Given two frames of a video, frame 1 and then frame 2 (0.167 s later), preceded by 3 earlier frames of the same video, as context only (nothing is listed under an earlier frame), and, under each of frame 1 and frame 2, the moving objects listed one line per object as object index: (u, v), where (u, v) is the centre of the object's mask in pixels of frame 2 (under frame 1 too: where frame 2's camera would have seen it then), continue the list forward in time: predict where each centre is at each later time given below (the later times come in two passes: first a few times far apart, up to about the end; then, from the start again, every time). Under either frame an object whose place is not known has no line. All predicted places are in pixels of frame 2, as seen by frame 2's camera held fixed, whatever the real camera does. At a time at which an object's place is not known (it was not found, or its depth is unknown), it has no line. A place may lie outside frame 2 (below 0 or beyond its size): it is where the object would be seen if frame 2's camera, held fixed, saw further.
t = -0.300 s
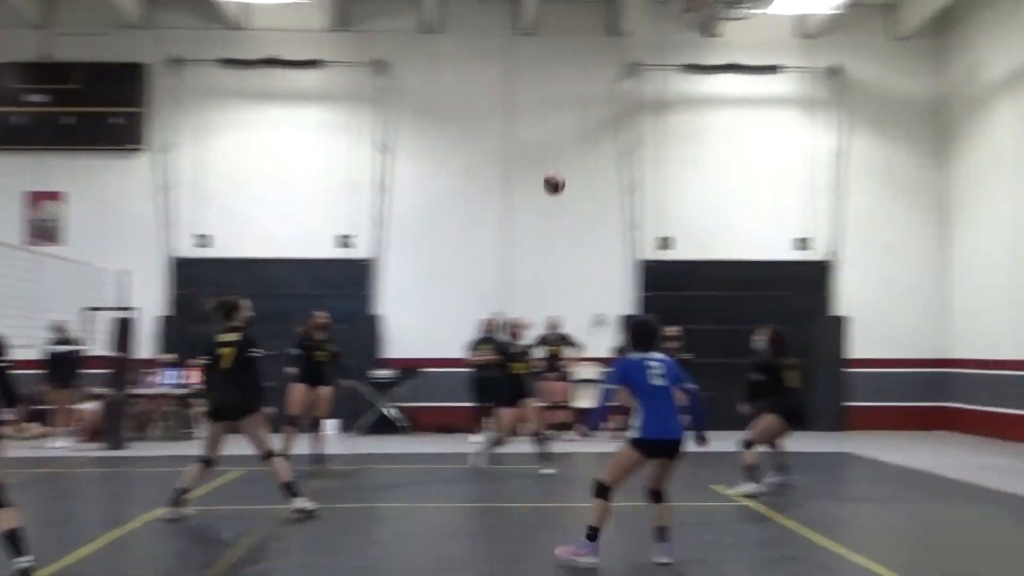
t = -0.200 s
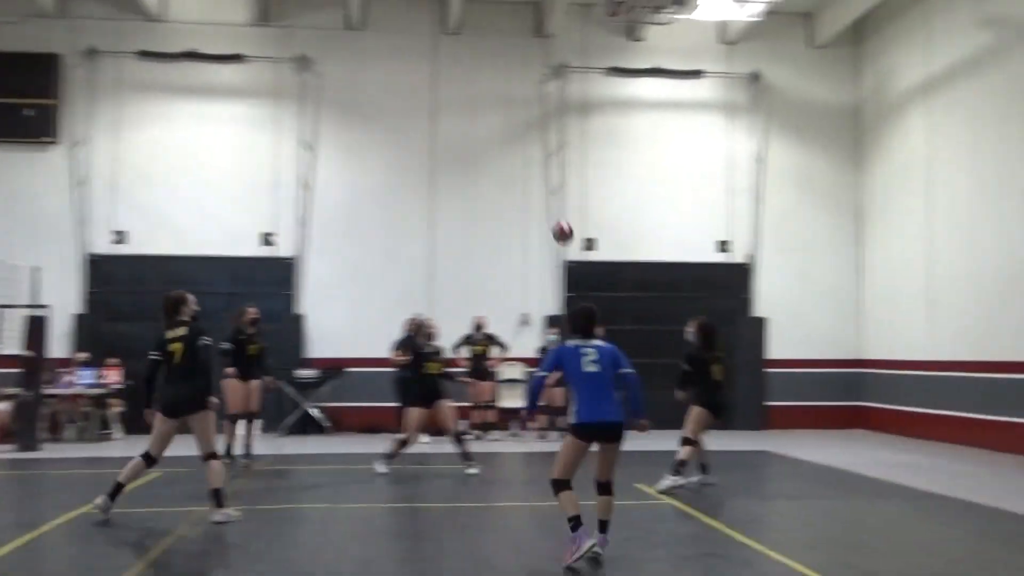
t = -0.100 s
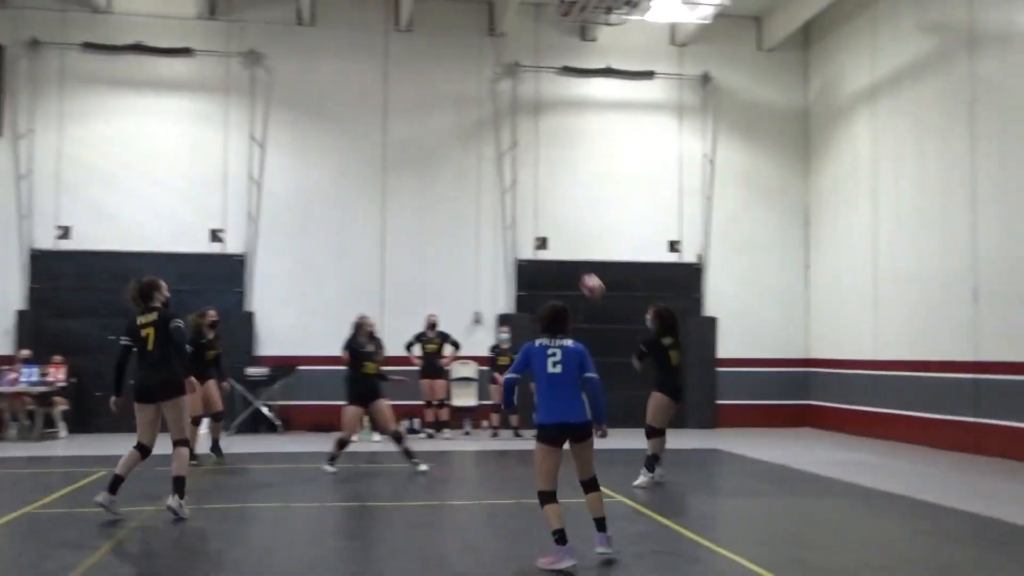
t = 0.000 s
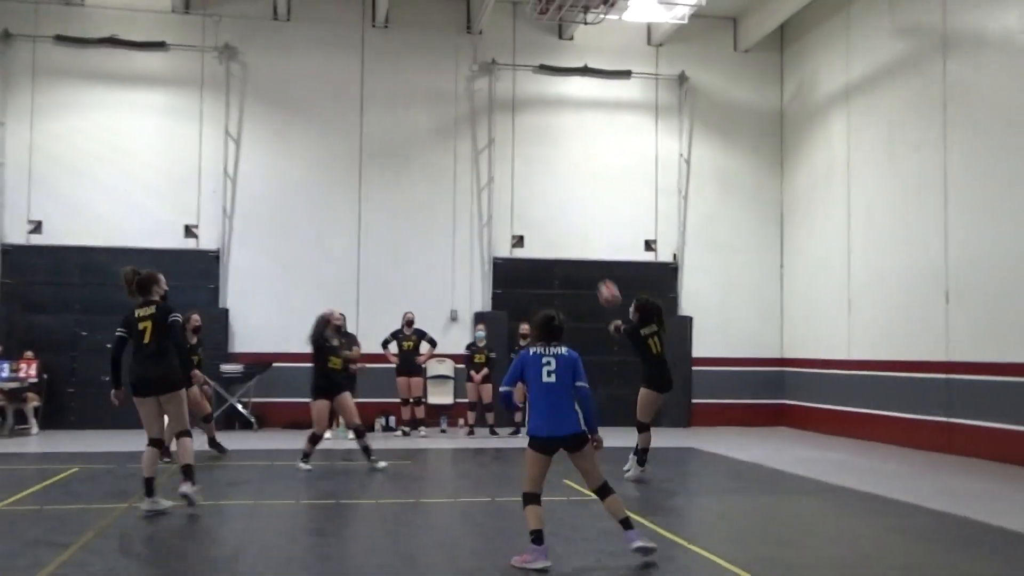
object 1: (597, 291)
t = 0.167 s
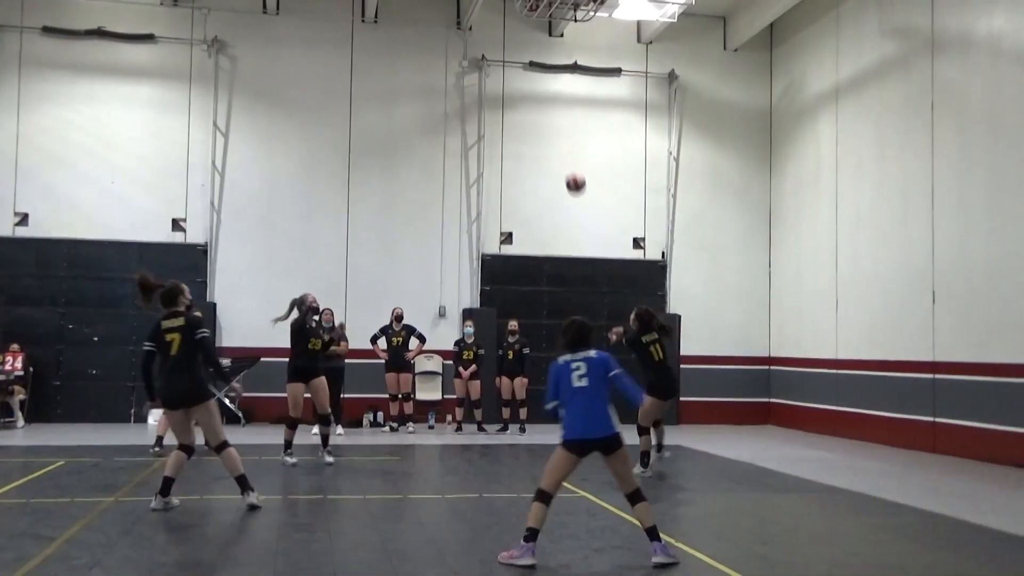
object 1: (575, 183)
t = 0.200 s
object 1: (571, 166)
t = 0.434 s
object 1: (541, 74)
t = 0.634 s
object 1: (517, 40)
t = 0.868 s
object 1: (490, 47)
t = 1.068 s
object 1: (466, 91)
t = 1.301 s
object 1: (438, 187)
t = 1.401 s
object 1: (419, 244)
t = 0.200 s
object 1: (571, 166)
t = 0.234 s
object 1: (567, 149)
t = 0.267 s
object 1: (562, 133)
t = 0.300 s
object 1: (558, 119)
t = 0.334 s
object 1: (554, 106)
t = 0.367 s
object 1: (550, 95)
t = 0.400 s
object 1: (546, 83)
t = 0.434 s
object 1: (541, 74)
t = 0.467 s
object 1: (538, 65)
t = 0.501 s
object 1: (533, 57)
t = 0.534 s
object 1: (529, 52)
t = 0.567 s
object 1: (525, 46)
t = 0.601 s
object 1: (521, 42)
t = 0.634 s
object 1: (517, 40)
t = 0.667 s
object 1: (513, 37)
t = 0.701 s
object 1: (509, 36)
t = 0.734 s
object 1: (505, 36)
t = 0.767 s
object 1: (501, 37)
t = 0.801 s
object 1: (497, 39)
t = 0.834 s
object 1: (493, 43)
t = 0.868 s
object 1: (490, 47)
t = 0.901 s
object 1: (486, 51)
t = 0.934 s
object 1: (481, 58)
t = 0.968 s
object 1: (478, 64)
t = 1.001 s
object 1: (474, 72)
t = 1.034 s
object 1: (470, 81)
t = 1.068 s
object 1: (466, 91)
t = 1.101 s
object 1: (462, 102)
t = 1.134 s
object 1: (459, 114)
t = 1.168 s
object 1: (454, 126)
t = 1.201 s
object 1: (450, 141)
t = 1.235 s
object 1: (445, 155)
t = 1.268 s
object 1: (443, 171)
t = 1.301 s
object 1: (438, 187)
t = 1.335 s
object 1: (433, 205)
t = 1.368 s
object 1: (428, 224)
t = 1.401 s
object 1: (419, 244)
